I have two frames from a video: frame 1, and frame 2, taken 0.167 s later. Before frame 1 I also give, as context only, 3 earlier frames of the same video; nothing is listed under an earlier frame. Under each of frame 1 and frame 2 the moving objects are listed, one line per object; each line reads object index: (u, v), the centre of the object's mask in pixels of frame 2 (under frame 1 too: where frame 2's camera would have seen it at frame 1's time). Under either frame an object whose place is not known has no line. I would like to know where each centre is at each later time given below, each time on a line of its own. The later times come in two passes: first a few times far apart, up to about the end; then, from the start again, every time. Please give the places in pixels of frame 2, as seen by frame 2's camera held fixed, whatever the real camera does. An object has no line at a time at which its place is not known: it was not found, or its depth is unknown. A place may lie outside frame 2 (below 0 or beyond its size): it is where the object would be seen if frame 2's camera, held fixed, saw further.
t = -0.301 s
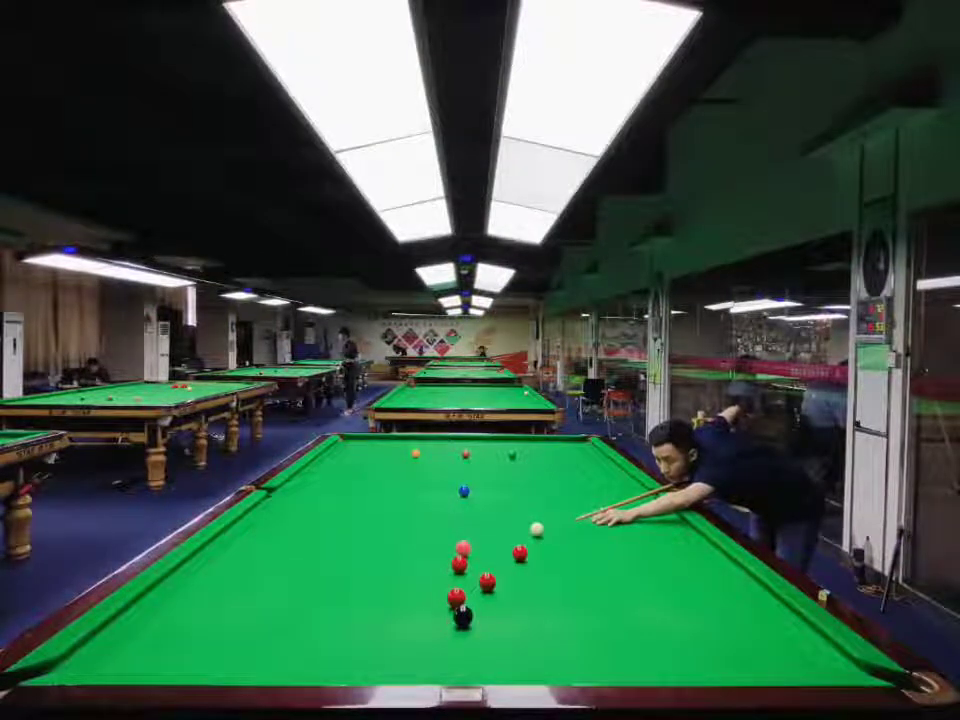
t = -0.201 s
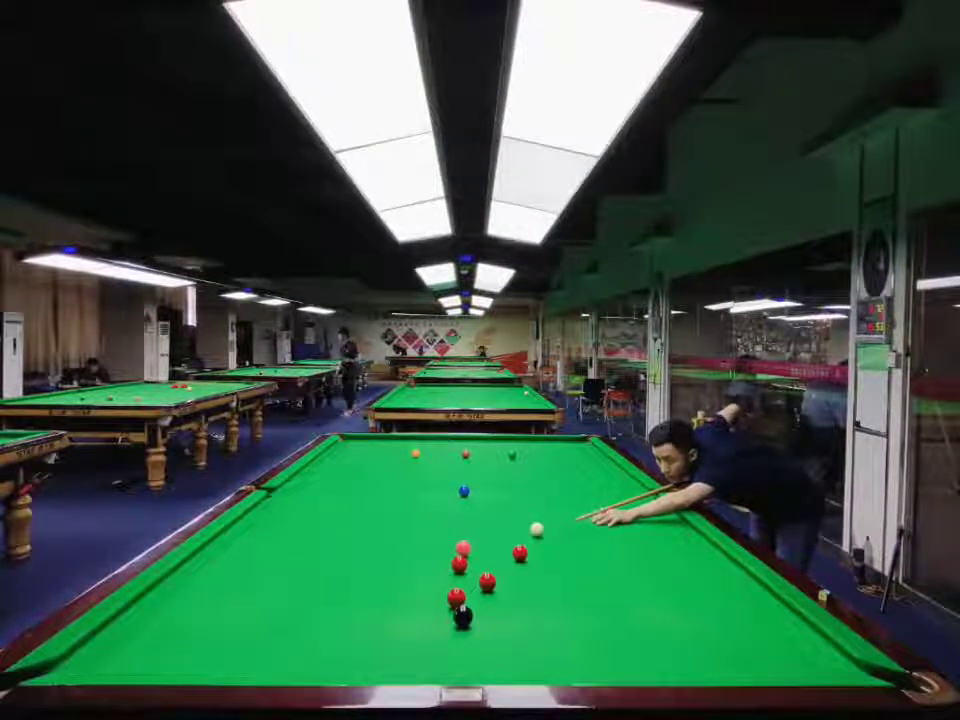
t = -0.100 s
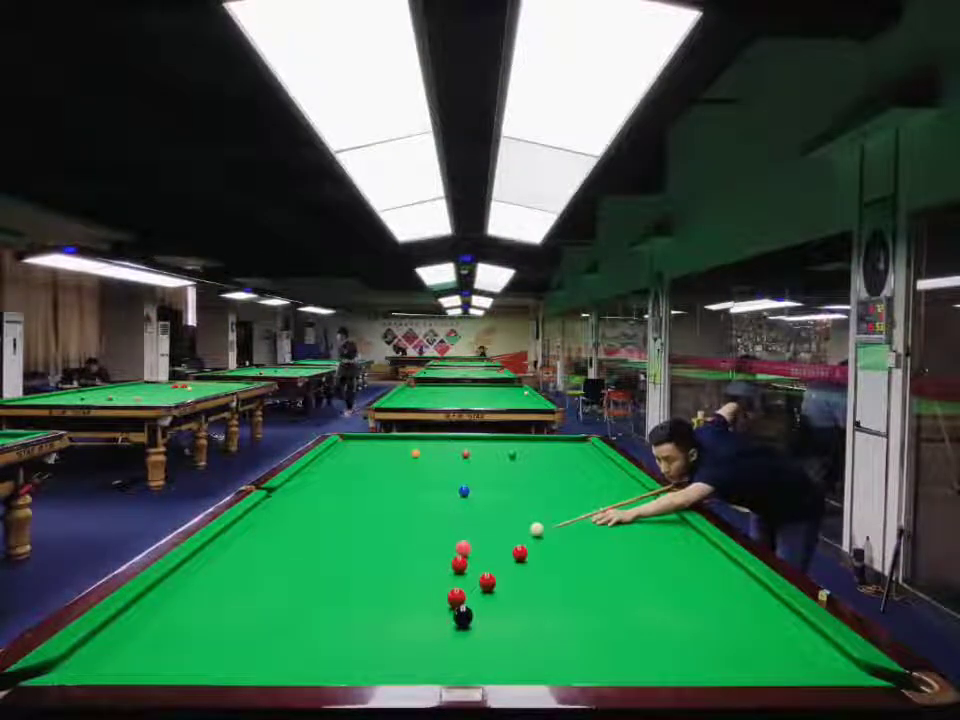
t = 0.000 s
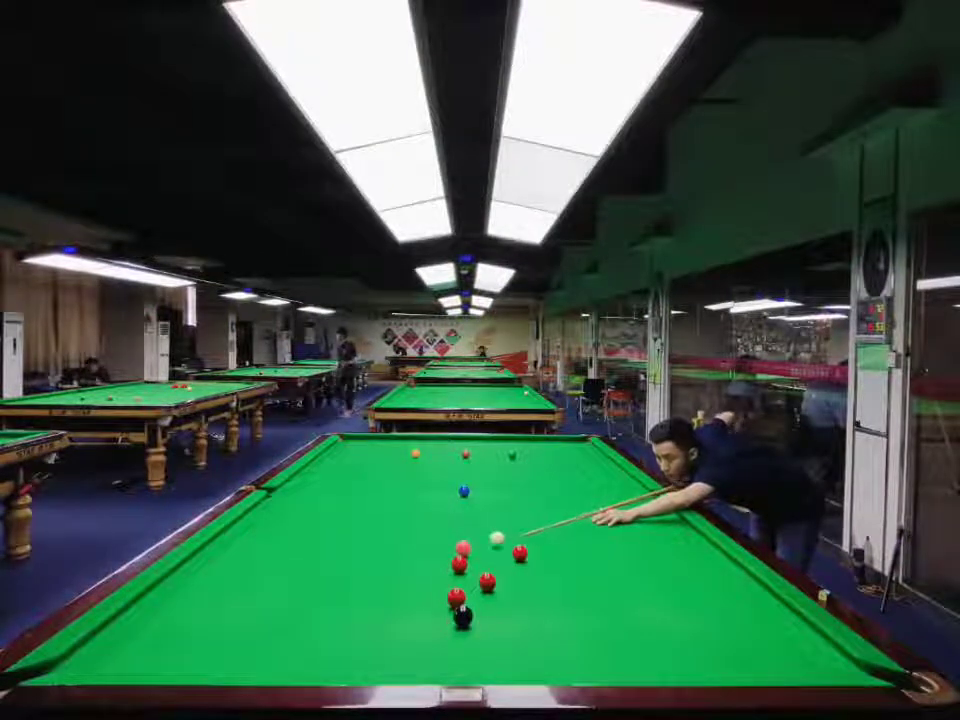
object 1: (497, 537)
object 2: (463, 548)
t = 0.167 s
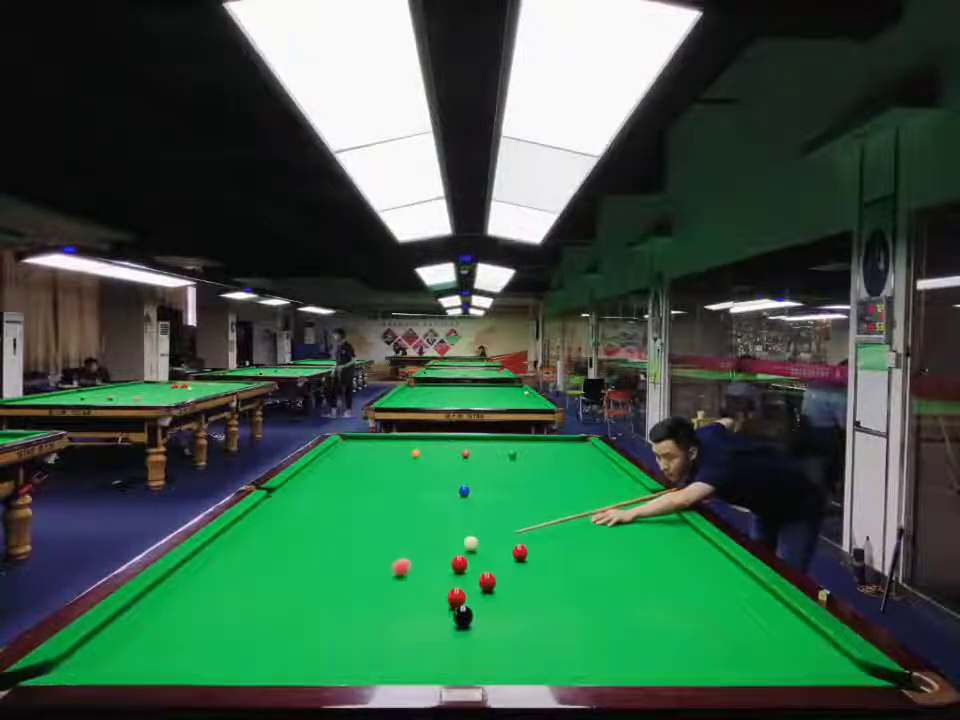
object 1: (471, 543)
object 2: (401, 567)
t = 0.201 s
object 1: (470, 543)
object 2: (383, 573)
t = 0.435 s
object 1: (469, 539)
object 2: (253, 613)
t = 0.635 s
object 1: (468, 538)
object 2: (110, 656)
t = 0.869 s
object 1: (467, 535)
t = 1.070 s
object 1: (466, 533)
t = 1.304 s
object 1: (465, 532)
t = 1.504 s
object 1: (464, 531)
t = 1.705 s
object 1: (463, 529)
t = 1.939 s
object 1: (463, 529)
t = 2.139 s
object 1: (462, 528)
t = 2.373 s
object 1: (462, 528)
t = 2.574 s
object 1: (463, 528)
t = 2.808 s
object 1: (463, 528)
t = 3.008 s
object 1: (463, 528)
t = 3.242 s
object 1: (463, 528)
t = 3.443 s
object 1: (463, 528)
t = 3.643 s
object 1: (463, 528)
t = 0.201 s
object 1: (470, 543)
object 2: (383, 573)
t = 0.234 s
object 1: (471, 543)
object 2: (366, 578)
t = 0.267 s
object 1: (470, 542)
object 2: (348, 584)
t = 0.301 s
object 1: (470, 541)
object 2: (330, 590)
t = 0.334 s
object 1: (470, 541)
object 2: (312, 596)
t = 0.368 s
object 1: (470, 541)
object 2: (293, 601)
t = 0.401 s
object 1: (469, 540)
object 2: (274, 607)
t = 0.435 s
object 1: (469, 539)
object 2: (253, 613)
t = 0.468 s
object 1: (469, 539)
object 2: (231, 620)
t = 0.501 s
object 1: (469, 539)
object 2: (209, 627)
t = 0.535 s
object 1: (469, 539)
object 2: (186, 634)
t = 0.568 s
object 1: (469, 538)
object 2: (162, 641)
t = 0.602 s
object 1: (468, 538)
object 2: (136, 649)
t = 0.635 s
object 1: (468, 538)
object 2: (110, 656)
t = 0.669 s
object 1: (468, 537)
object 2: (81, 661)
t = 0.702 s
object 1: (468, 537)
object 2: (50, 668)
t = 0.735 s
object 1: (467, 536)
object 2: (18, 679)
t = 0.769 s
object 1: (467, 536)
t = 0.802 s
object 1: (467, 536)
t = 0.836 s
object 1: (467, 535)
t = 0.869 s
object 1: (467, 535)
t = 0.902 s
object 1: (467, 535)
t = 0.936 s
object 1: (466, 534)
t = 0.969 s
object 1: (466, 534)
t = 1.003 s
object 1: (466, 534)
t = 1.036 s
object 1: (466, 534)
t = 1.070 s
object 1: (466, 533)
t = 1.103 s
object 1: (466, 533)
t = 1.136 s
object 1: (466, 533)
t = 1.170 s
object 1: (465, 533)
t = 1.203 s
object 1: (465, 533)
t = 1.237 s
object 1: (465, 532)
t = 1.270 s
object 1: (465, 532)
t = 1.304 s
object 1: (465, 532)
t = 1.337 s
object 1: (465, 532)
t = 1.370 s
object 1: (465, 531)
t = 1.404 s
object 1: (465, 531)
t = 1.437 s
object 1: (465, 531)
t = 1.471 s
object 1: (464, 531)
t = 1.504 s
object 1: (464, 531)
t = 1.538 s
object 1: (464, 530)
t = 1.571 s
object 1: (463, 530)
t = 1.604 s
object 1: (464, 530)
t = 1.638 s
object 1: (464, 530)
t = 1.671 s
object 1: (463, 530)
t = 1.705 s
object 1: (463, 529)
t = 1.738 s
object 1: (463, 529)
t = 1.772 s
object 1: (463, 529)
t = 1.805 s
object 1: (463, 529)
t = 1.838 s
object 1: (463, 529)
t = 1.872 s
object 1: (463, 529)
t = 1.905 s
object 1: (463, 529)
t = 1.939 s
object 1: (463, 529)
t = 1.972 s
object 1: (463, 529)
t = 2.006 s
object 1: (463, 529)
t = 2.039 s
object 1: (463, 529)
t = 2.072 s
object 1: (463, 529)
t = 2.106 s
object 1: (463, 529)
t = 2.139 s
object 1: (462, 528)
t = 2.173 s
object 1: (462, 528)
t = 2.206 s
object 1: (463, 528)
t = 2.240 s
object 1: (463, 528)
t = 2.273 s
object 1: (463, 528)
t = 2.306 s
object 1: (462, 528)
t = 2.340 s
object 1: (463, 528)
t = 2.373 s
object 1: (462, 528)
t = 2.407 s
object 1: (463, 528)
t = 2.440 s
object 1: (463, 528)
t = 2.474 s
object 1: (463, 528)
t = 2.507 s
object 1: (462, 528)
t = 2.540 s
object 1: (463, 528)
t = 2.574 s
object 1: (463, 528)
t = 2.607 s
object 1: (463, 528)
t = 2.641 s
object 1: (463, 528)
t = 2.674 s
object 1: (463, 528)
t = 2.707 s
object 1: (463, 528)
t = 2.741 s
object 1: (463, 528)
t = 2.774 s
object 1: (463, 528)
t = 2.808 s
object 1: (463, 528)
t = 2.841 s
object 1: (463, 528)
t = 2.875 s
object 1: (463, 528)
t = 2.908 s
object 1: (463, 528)
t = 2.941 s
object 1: (463, 528)
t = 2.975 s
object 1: (463, 528)
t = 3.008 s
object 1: (463, 528)
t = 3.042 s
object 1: (463, 528)
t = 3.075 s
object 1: (463, 528)
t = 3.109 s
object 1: (463, 528)
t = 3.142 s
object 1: (463, 528)
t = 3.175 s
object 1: (463, 528)
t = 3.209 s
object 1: (463, 528)
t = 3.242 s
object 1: (463, 528)
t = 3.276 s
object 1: (463, 528)
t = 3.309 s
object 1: (463, 528)
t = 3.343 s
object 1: (463, 528)
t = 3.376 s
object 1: (463, 528)
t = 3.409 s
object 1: (463, 528)
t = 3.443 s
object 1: (463, 528)
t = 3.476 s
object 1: (463, 528)
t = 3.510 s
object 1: (463, 528)
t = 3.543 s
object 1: (463, 528)
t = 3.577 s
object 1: (463, 528)
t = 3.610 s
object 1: (463, 528)
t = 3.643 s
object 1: (463, 528)
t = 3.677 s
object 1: (463, 528)
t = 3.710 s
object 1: (463, 528)
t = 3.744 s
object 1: (463, 528)
